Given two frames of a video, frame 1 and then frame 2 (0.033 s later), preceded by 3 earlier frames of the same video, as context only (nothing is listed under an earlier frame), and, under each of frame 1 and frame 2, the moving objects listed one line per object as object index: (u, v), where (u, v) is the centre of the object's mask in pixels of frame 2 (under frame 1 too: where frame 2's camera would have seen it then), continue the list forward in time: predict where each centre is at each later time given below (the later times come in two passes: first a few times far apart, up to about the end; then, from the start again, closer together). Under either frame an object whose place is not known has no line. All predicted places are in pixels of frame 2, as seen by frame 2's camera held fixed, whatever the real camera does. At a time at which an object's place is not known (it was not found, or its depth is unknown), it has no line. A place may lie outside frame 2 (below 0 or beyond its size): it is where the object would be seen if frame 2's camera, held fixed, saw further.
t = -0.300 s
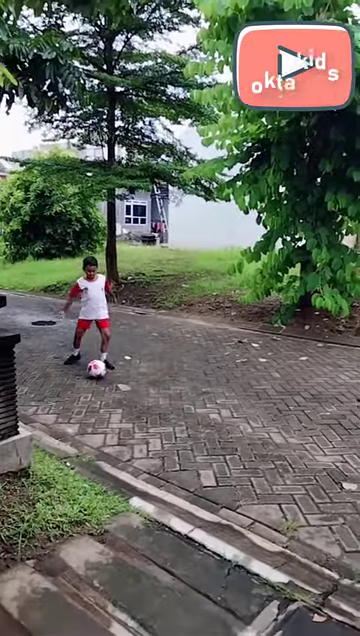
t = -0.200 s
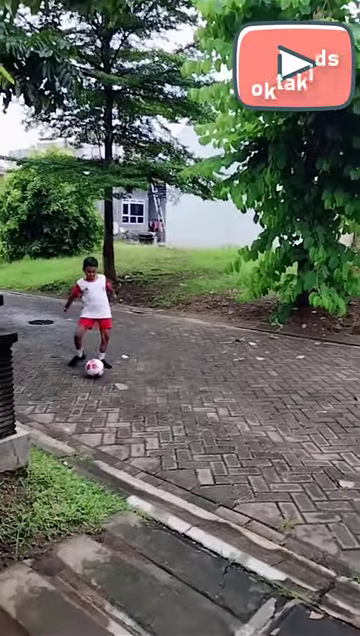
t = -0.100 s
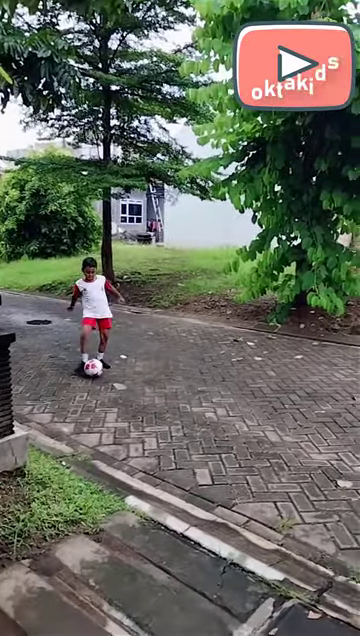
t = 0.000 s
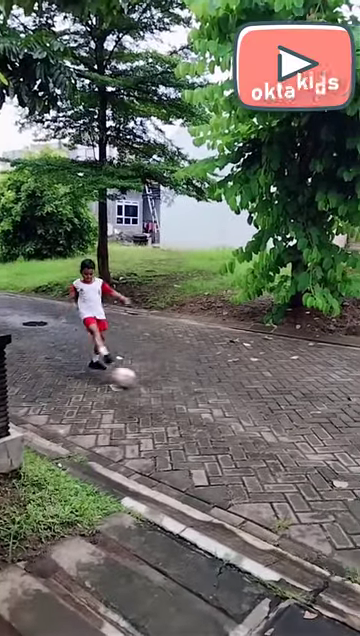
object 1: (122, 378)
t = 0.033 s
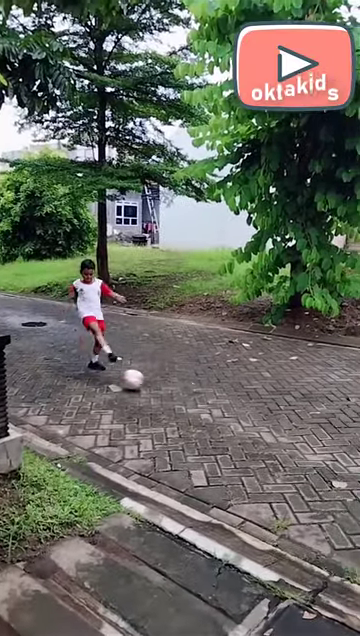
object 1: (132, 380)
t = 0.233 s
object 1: (187, 393)
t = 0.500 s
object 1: (253, 409)
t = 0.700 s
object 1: (305, 423)
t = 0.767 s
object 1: (325, 429)
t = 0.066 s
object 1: (142, 383)
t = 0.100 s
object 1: (151, 384)
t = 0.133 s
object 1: (161, 387)
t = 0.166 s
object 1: (170, 389)
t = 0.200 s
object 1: (179, 390)
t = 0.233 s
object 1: (187, 393)
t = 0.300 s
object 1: (203, 396)
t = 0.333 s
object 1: (211, 398)
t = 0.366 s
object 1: (219, 401)
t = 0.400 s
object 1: (227, 403)
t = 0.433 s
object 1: (236, 404)
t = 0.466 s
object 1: (244, 406)
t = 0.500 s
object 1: (253, 409)
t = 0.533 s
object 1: (260, 412)
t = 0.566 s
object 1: (270, 413)
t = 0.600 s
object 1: (279, 416)
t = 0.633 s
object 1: (287, 418)
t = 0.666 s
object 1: (296, 420)
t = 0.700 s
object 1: (305, 423)
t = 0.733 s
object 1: (315, 426)
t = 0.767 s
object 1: (325, 429)
